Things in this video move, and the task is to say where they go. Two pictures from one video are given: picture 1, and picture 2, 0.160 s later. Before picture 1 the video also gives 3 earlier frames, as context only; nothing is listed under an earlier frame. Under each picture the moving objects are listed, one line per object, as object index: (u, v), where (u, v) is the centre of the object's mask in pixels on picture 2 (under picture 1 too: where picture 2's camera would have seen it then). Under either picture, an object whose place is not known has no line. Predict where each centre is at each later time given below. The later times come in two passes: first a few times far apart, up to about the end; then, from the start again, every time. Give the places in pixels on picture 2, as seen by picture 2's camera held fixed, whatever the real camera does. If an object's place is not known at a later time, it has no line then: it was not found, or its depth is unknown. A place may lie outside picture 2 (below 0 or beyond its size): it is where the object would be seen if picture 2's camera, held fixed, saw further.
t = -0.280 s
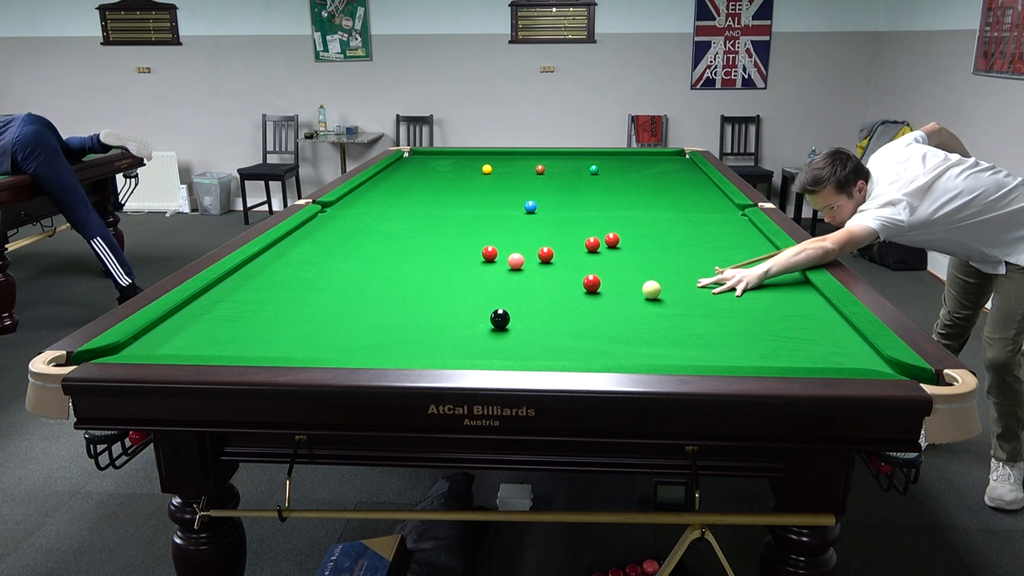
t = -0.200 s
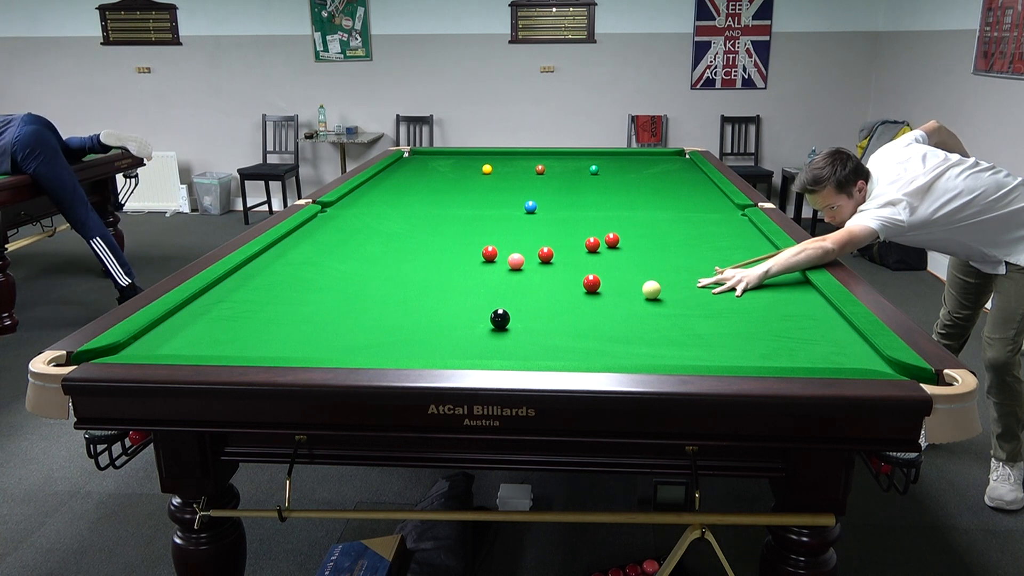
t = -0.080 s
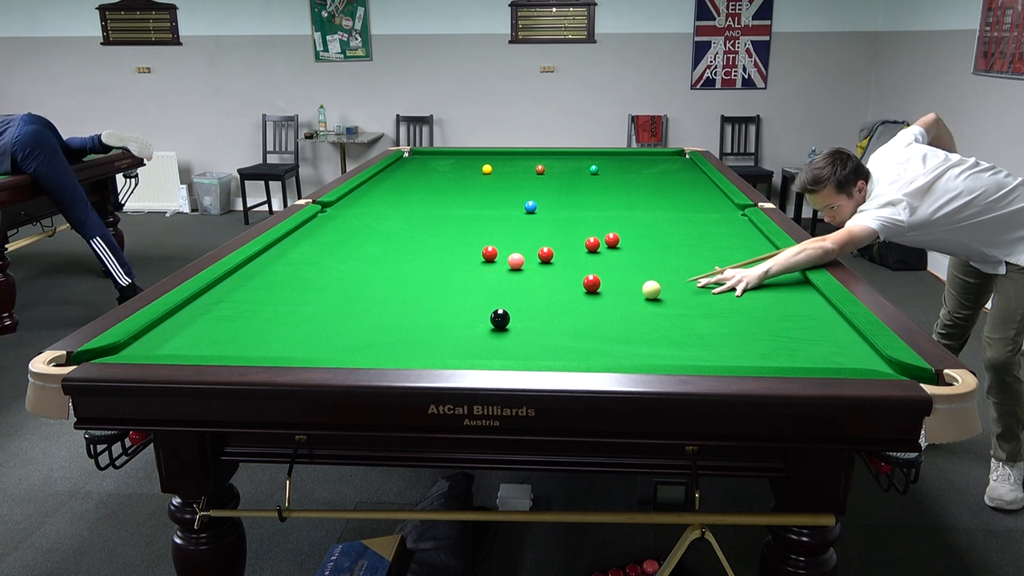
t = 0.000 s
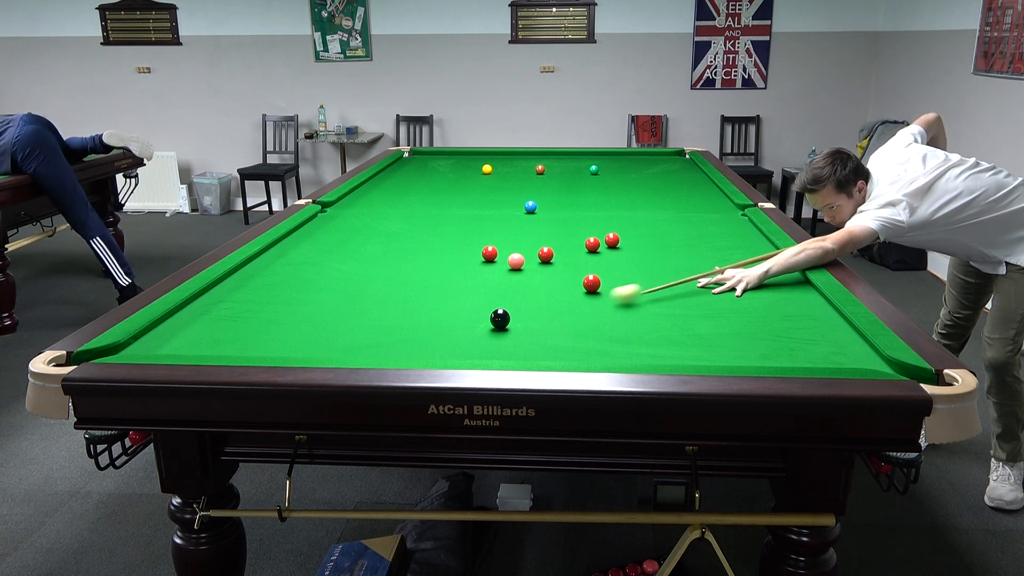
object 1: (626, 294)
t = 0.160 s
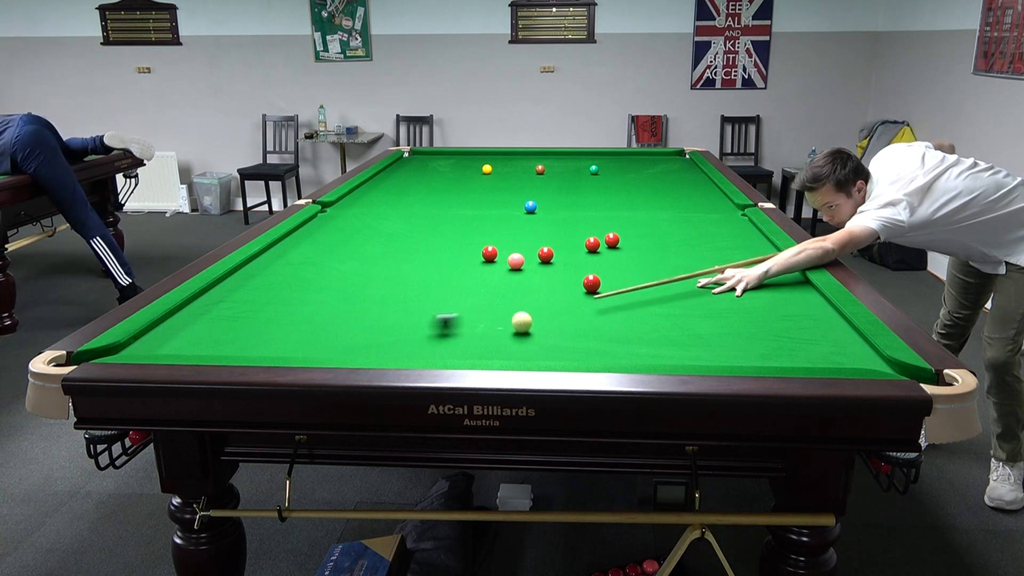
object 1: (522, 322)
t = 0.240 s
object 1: (525, 330)
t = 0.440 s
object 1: (533, 348)
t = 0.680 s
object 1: (550, 353)
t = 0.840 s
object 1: (566, 346)
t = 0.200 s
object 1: (523, 326)
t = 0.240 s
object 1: (525, 330)
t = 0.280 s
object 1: (526, 333)
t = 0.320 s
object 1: (528, 337)
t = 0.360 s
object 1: (529, 341)
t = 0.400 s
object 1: (531, 344)
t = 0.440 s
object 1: (533, 348)
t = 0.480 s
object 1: (534, 351)
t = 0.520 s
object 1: (536, 353)
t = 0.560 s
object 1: (538, 355)
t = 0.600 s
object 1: (541, 356)
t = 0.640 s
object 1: (546, 355)
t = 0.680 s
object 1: (550, 353)
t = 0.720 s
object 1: (554, 352)
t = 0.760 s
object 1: (558, 351)
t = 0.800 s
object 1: (562, 349)
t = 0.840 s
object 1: (566, 346)
